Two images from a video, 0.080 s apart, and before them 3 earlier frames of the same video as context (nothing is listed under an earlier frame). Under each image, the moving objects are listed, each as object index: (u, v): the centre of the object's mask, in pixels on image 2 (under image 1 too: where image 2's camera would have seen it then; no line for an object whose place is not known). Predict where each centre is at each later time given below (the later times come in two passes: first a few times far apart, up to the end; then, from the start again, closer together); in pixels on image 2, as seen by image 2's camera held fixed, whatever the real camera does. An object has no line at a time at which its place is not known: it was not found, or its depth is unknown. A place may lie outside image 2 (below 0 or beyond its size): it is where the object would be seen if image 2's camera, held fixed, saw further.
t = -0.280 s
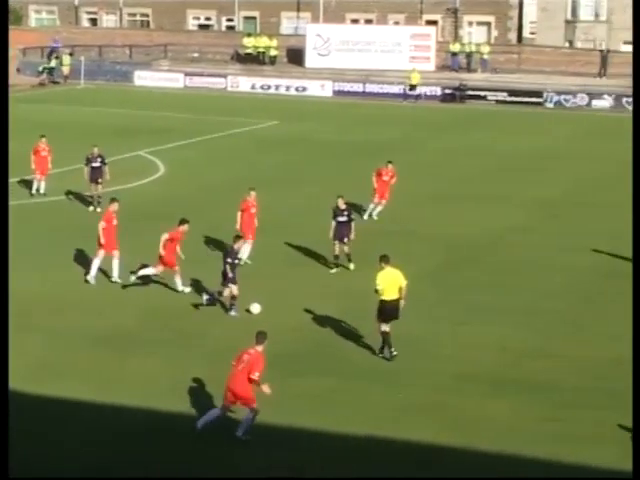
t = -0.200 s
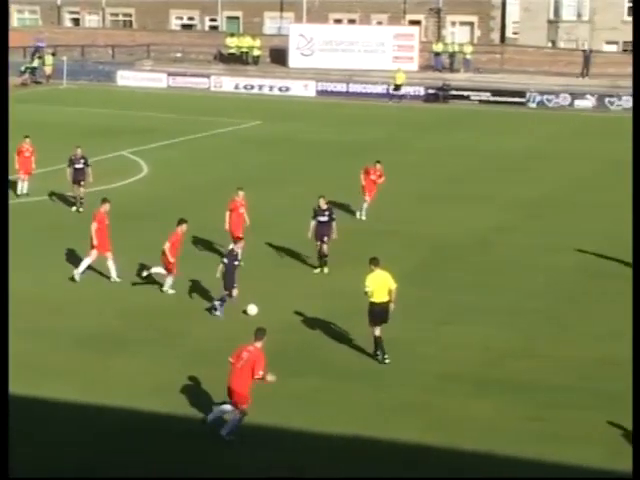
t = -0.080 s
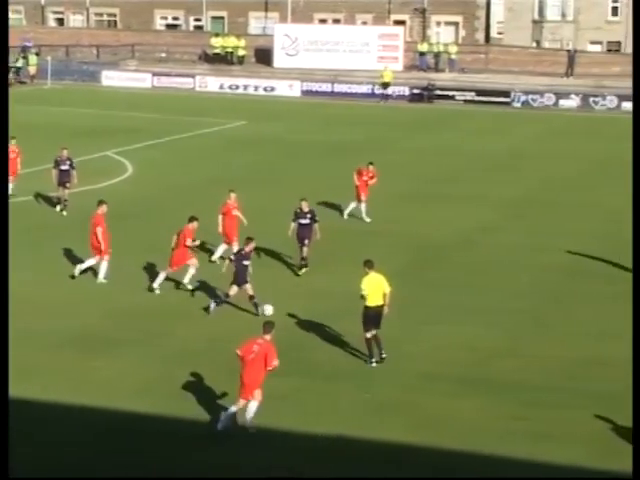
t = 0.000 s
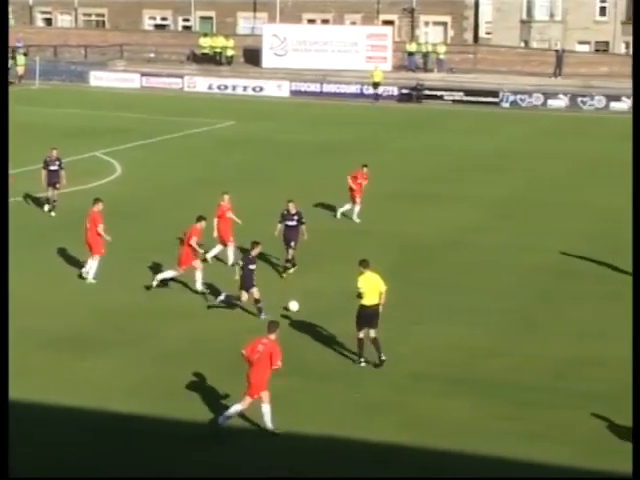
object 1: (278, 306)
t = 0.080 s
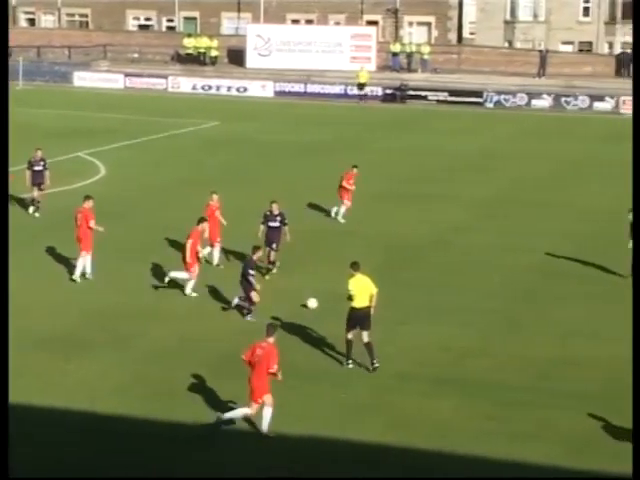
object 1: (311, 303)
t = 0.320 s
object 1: (397, 294)
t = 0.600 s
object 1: (476, 288)
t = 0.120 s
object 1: (326, 301)
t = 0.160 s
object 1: (342, 299)
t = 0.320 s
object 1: (397, 294)
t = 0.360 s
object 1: (411, 293)
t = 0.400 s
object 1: (421, 292)
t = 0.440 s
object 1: (432, 290)
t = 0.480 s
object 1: (443, 289)
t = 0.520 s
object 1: (453, 289)
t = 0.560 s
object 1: (465, 289)
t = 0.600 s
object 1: (476, 288)
